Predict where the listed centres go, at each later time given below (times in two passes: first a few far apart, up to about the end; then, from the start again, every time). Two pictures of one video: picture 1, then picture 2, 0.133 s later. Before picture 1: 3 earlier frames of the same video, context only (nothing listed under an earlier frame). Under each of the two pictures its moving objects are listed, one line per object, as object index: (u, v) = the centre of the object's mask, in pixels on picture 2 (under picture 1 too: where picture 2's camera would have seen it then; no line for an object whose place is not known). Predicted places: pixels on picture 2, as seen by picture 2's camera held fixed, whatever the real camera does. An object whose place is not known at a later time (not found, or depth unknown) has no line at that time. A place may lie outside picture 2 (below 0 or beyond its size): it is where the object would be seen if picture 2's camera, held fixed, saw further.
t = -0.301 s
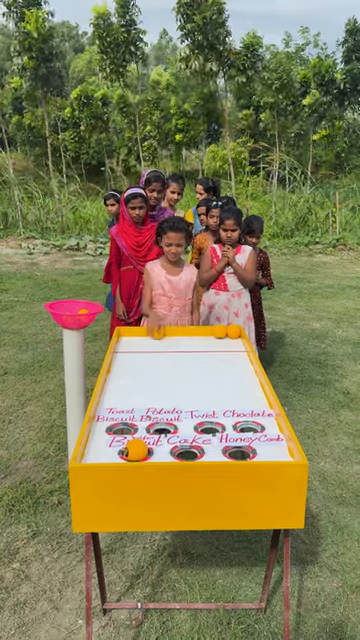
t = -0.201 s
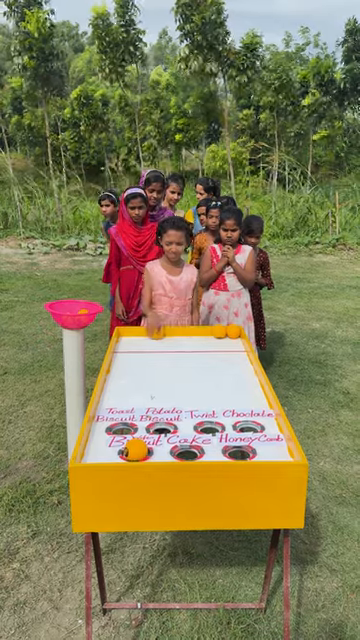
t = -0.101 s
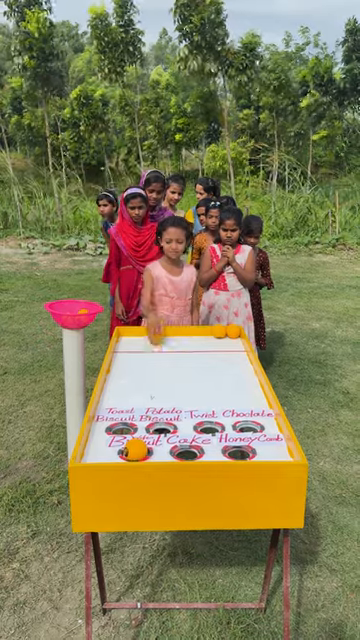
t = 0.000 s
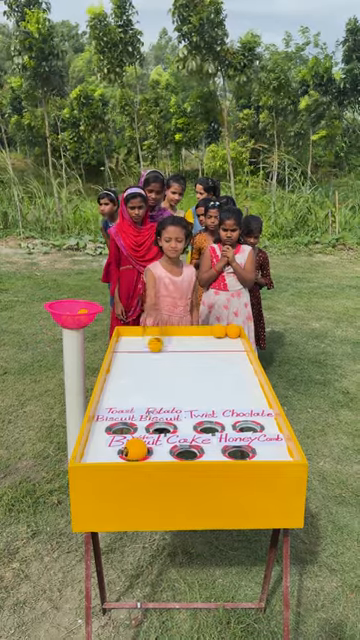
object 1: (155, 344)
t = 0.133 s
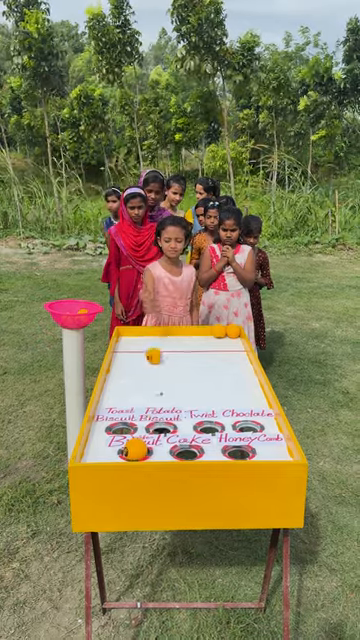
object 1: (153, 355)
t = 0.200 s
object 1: (153, 361)
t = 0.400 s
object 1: (150, 378)
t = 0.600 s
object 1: (146, 398)
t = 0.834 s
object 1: (139, 423)
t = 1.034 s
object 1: (135, 427)
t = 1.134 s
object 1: (133, 427)
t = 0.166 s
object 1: (153, 358)
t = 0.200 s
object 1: (153, 361)
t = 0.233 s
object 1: (152, 363)
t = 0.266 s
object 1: (152, 366)
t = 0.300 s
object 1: (152, 370)
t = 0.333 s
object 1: (151, 372)
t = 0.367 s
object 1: (151, 376)
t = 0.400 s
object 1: (150, 378)
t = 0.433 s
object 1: (149, 382)
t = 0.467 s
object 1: (149, 385)
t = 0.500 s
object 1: (148, 388)
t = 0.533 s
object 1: (148, 391)
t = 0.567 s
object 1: (147, 395)
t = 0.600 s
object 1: (146, 398)
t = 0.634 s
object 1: (145, 401)
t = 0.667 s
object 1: (144, 405)
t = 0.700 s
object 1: (144, 408)
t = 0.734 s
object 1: (143, 411)
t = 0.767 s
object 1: (141, 415)
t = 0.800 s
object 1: (140, 418)
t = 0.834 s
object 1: (139, 423)
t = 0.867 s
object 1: (138, 426)
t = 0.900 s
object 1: (136, 428)
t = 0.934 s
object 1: (136, 427)
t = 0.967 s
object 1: (136, 427)
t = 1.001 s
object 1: (135, 427)
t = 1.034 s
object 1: (135, 427)
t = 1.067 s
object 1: (135, 427)
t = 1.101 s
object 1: (134, 427)
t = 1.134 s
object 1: (133, 427)
